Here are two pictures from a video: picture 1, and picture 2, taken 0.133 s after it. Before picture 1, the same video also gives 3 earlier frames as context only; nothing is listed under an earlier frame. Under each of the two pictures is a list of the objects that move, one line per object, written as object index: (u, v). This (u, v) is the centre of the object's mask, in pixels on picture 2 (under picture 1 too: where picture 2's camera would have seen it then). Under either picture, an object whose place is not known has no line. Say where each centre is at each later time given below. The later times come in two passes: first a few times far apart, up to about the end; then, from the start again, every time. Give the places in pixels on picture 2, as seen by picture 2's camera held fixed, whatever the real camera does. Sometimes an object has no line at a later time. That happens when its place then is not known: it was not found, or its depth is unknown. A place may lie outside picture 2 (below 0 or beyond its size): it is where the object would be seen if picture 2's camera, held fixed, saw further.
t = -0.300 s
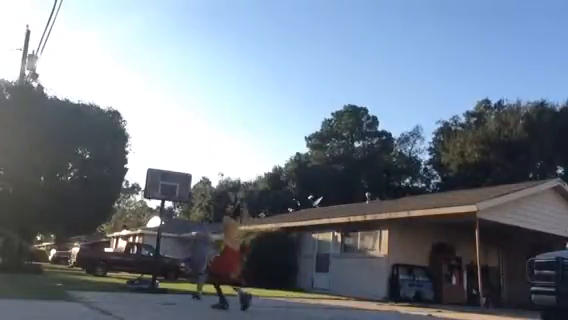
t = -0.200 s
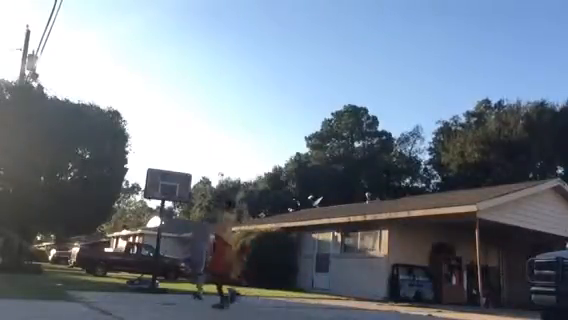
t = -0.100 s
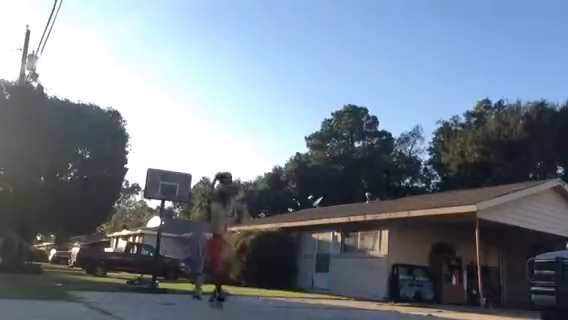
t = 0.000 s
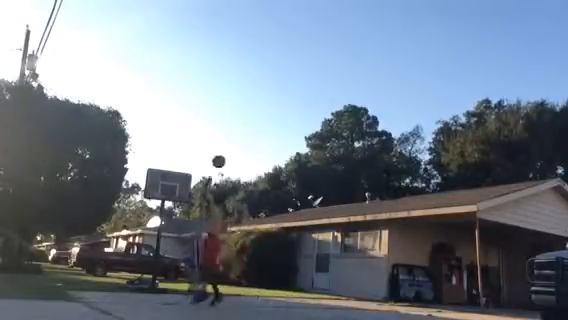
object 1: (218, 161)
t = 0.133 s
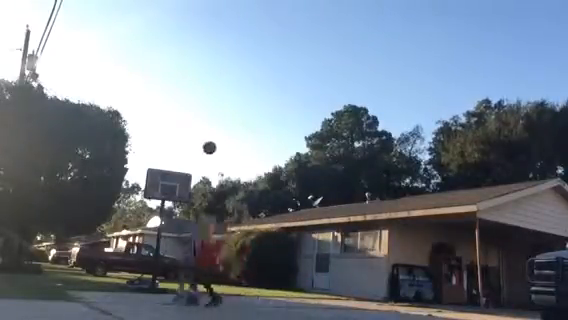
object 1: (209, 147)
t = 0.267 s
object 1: (200, 144)
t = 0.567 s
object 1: (178, 164)
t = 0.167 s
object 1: (207, 146)
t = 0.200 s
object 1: (204, 145)
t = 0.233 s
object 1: (202, 144)
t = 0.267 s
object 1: (200, 144)
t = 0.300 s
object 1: (197, 144)
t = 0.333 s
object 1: (195, 145)
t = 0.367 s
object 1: (193, 146)
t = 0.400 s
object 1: (190, 148)
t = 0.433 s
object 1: (188, 151)
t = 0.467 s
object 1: (185, 153)
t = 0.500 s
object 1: (183, 156)
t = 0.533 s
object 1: (181, 160)
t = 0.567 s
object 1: (178, 164)
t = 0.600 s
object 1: (176, 169)
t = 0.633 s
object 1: (173, 169)
